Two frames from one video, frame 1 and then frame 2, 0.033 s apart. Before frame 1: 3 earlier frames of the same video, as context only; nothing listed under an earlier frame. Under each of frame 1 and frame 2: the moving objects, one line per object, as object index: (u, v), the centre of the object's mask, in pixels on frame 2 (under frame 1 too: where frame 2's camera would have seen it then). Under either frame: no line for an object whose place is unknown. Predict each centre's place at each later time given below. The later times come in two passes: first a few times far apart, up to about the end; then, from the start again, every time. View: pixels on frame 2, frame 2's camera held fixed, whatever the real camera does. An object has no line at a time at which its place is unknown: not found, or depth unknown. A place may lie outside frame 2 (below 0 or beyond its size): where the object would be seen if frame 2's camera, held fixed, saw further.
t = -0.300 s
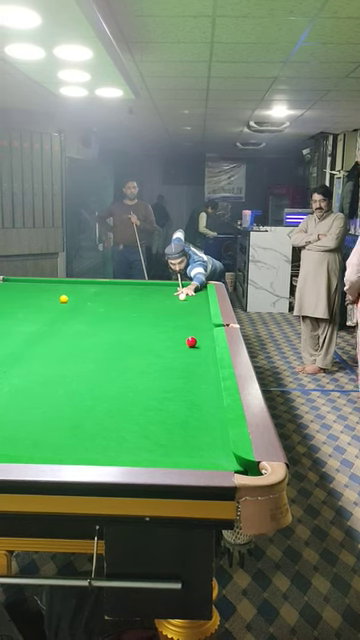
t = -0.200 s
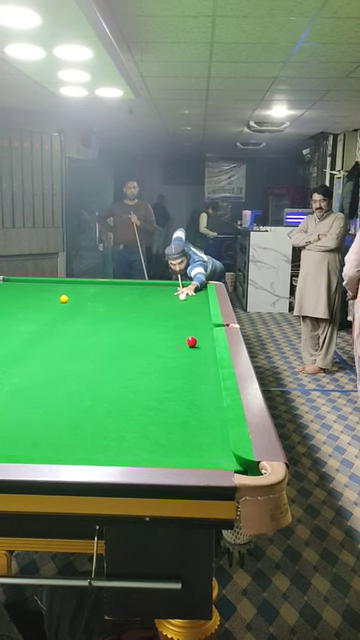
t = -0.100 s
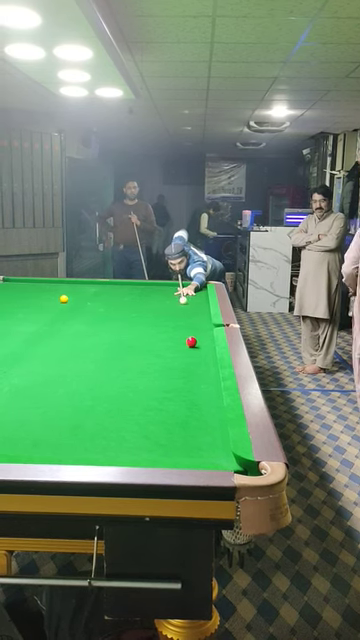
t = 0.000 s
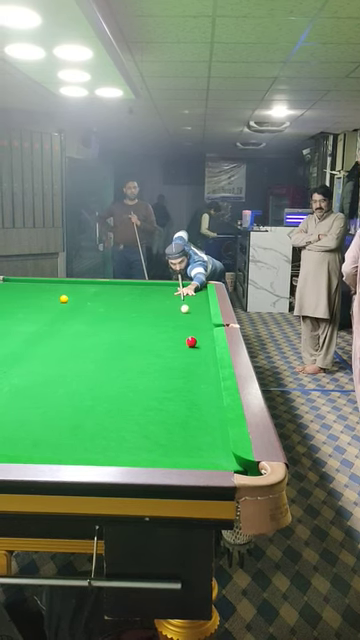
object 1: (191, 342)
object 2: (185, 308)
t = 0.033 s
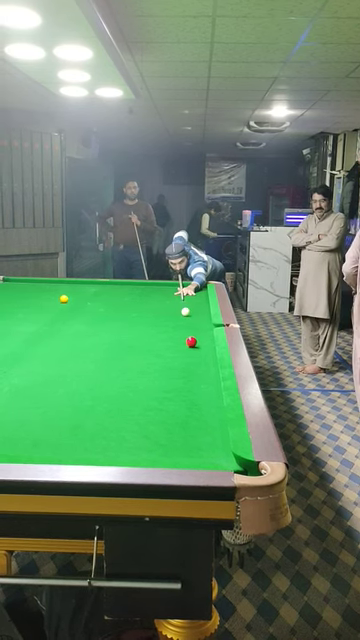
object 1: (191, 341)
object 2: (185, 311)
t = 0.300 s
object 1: (191, 342)
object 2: (190, 336)
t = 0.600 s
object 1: (200, 381)
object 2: (189, 340)
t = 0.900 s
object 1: (212, 432)
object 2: (188, 341)
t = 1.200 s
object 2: (188, 341)
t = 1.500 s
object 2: (187, 342)
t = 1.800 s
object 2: (187, 342)
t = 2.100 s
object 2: (187, 342)
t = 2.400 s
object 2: (187, 342)
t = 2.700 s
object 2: (187, 342)
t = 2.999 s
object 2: (187, 342)
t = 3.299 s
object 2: (187, 342)
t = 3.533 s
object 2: (187, 342)
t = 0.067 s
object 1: (191, 342)
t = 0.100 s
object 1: (191, 342)
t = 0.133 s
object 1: (191, 342)
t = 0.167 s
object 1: (190, 342)
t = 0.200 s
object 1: (191, 342)
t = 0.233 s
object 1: (190, 342)
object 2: (189, 331)
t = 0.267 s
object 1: (191, 342)
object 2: (189, 334)
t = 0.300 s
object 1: (191, 342)
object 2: (190, 336)
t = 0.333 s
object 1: (192, 346)
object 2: (190, 338)
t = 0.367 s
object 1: (193, 350)
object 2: (190, 339)
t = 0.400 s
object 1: (194, 354)
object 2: (190, 339)
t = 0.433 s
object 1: (195, 358)
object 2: (190, 339)
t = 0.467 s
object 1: (196, 363)
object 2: (190, 339)
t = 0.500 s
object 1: (197, 367)
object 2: (189, 340)
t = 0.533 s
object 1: (198, 371)
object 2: (189, 340)
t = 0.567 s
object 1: (199, 376)
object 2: (189, 340)
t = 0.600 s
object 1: (200, 381)
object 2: (189, 340)
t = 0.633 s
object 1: (201, 386)
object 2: (189, 340)
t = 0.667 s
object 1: (202, 391)
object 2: (189, 340)
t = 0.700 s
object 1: (204, 395)
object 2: (189, 340)
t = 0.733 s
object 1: (205, 401)
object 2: (189, 340)
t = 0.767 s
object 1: (206, 406)
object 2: (189, 340)
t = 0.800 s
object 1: (208, 412)
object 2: (189, 340)
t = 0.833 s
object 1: (209, 419)
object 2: (188, 341)
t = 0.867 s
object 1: (211, 425)
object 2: (188, 341)
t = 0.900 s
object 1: (212, 432)
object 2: (188, 341)
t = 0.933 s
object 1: (214, 439)
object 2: (188, 341)
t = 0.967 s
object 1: (216, 447)
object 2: (188, 341)
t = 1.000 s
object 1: (218, 455)
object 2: (188, 341)
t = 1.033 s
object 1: (221, 460)
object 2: (188, 341)
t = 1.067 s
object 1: (234, 464)
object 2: (188, 341)
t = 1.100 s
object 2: (188, 341)
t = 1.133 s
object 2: (188, 341)
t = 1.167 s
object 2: (188, 341)
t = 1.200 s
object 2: (188, 341)
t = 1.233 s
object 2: (188, 342)
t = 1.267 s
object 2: (187, 342)
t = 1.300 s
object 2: (187, 342)
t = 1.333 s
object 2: (187, 342)
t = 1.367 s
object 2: (187, 342)
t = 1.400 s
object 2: (187, 342)
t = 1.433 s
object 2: (187, 342)
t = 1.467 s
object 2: (187, 342)
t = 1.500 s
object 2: (187, 342)
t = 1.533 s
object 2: (187, 342)
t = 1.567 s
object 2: (187, 342)
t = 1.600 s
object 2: (187, 342)
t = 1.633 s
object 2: (187, 342)
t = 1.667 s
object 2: (187, 342)
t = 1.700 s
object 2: (187, 342)
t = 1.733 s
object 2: (187, 342)
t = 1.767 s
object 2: (187, 342)
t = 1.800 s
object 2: (187, 342)
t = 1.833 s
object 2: (187, 342)
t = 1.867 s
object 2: (187, 342)
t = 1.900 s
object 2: (187, 342)
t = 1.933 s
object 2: (187, 342)
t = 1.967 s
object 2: (187, 342)
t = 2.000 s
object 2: (187, 342)
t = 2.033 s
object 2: (187, 342)
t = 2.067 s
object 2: (187, 342)
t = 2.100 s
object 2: (187, 342)
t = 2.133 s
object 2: (187, 342)
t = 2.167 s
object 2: (187, 342)
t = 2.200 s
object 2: (187, 342)
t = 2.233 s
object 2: (187, 342)
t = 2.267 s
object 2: (187, 342)
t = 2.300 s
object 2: (187, 342)
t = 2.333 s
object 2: (187, 342)
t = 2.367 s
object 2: (187, 342)
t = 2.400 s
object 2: (187, 342)
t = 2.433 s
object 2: (187, 342)
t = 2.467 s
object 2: (187, 342)
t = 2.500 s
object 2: (187, 342)
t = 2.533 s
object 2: (187, 342)
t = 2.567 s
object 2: (187, 342)
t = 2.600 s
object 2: (187, 342)
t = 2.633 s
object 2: (187, 342)
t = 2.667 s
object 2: (187, 342)
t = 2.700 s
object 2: (187, 342)
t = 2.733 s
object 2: (187, 342)
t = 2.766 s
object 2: (187, 342)
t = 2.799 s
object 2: (187, 342)
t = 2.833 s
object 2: (187, 342)
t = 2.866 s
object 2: (187, 342)
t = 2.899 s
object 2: (187, 342)
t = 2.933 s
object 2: (187, 342)
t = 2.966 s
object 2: (187, 342)
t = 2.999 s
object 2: (187, 342)
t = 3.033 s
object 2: (187, 342)
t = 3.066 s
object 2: (187, 342)
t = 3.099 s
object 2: (187, 342)
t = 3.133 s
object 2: (187, 342)
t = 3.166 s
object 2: (187, 342)
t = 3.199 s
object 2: (187, 342)
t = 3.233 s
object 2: (187, 342)
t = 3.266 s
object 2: (187, 342)
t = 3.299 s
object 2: (187, 342)
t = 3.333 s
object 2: (187, 342)
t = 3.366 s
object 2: (187, 342)
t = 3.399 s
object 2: (187, 342)
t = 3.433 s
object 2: (187, 342)
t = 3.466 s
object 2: (187, 342)
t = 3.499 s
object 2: (187, 342)
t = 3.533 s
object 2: (187, 342)
